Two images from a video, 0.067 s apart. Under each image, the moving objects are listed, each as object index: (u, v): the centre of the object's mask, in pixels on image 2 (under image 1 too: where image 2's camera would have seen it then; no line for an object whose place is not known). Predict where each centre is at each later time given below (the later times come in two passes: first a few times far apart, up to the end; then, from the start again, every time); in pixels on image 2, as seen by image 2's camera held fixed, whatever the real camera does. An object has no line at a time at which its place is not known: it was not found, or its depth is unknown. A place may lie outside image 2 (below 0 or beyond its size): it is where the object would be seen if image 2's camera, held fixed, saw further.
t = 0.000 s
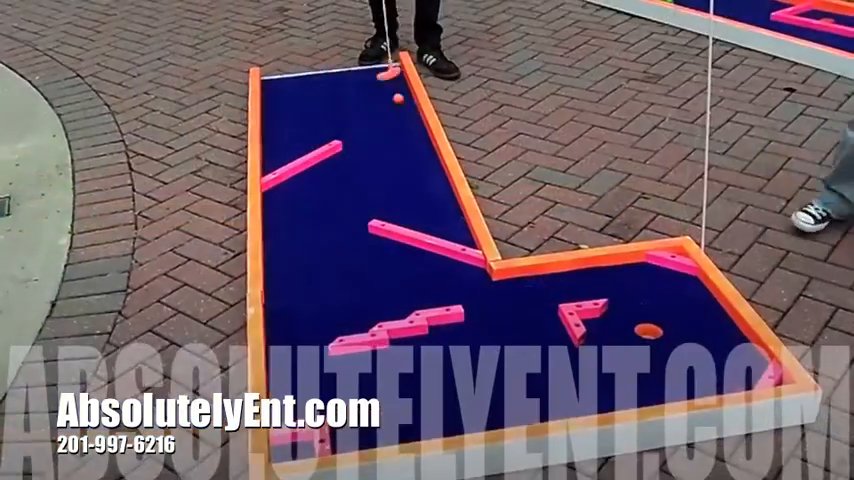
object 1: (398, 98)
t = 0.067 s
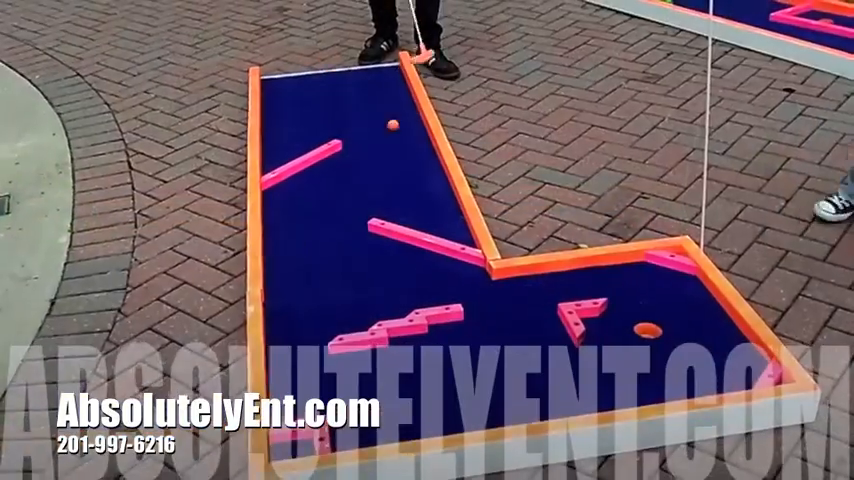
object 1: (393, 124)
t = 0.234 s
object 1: (321, 200)
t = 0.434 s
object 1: (304, 291)
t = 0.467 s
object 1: (315, 308)
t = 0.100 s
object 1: (379, 140)
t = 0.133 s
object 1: (365, 154)
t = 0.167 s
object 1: (351, 169)
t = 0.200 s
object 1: (336, 184)
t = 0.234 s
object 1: (321, 200)
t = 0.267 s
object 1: (306, 216)
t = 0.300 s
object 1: (288, 233)
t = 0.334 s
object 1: (272, 252)
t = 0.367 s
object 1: (279, 264)
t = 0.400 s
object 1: (293, 279)
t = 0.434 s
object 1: (304, 291)
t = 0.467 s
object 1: (315, 308)
